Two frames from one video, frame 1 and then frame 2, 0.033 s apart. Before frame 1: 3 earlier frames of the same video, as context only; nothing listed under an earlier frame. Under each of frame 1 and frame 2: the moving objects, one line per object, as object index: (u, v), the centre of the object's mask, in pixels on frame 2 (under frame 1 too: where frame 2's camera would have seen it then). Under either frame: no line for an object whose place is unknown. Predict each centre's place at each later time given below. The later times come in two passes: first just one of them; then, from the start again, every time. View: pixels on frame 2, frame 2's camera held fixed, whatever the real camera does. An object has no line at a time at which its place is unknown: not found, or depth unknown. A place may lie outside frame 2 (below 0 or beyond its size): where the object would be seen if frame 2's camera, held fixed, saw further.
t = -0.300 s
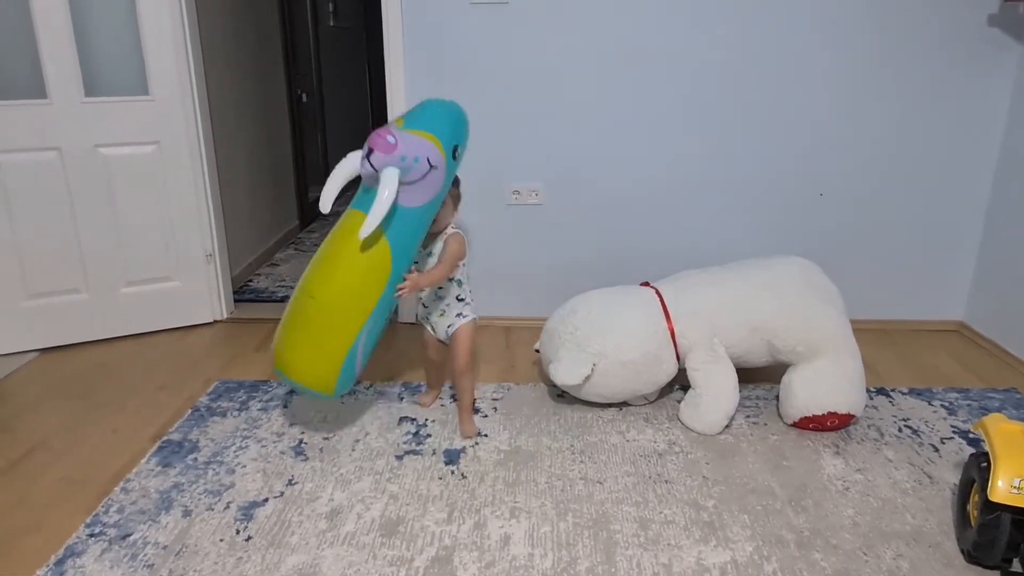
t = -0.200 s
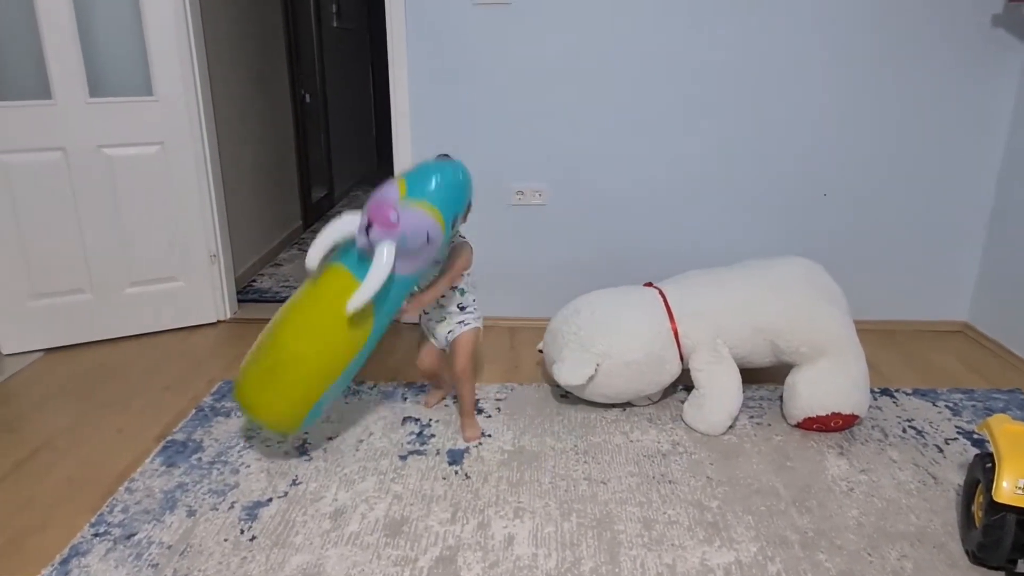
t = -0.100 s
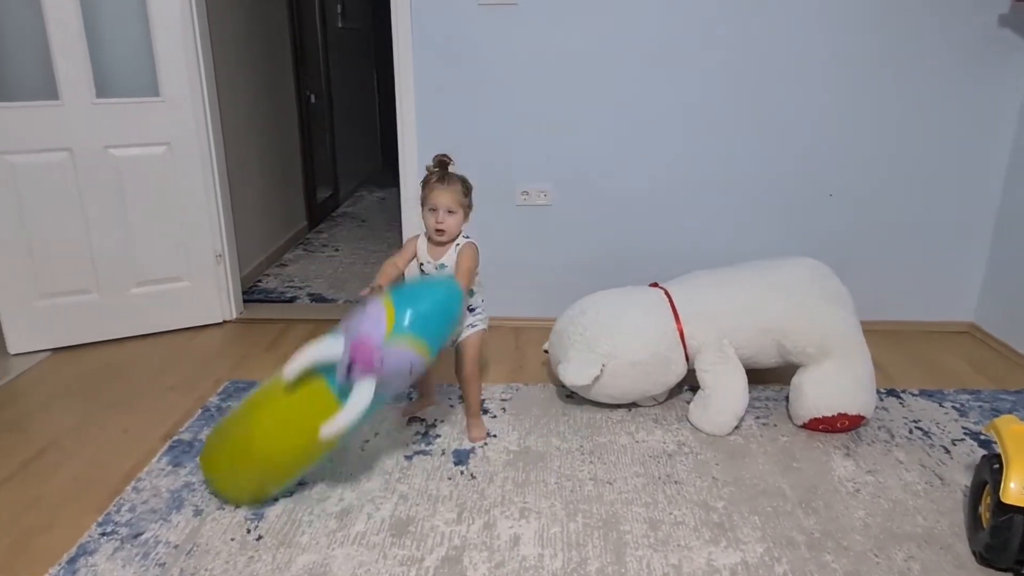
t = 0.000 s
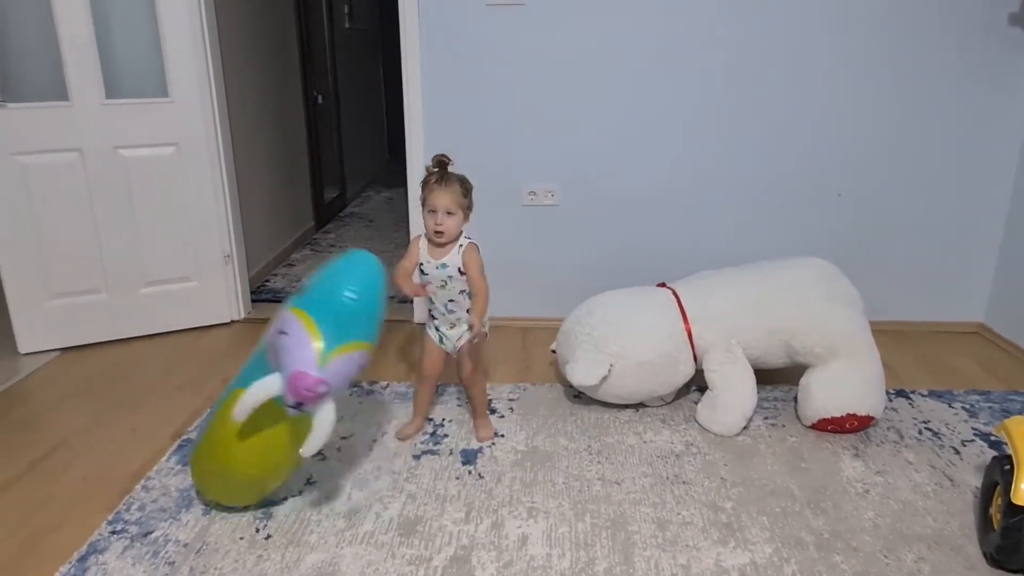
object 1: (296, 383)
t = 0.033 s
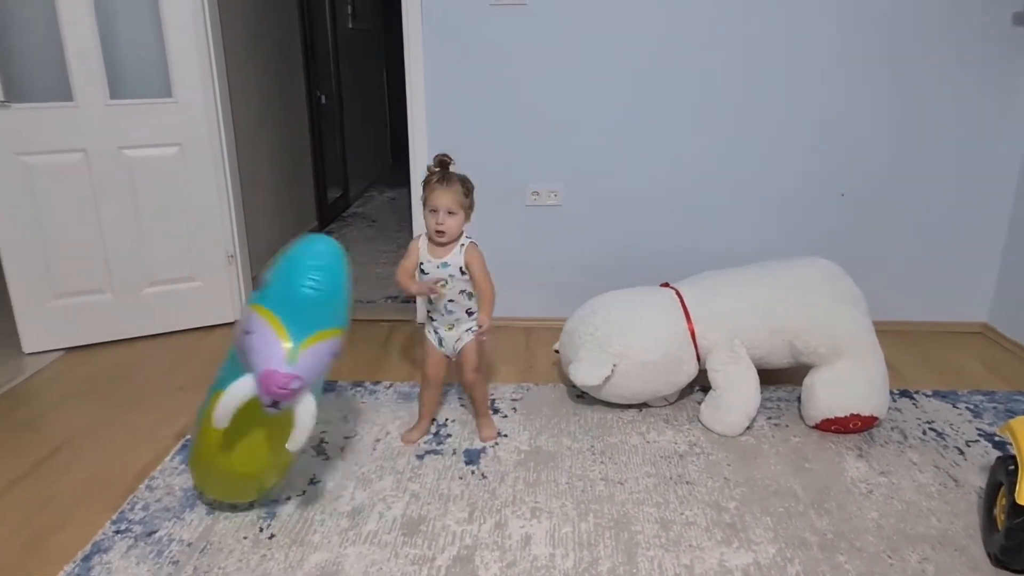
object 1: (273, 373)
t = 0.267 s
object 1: (117, 417)
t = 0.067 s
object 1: (250, 369)
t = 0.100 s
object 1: (224, 372)
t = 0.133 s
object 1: (199, 380)
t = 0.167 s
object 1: (175, 393)
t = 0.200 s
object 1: (154, 411)
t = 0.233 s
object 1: (134, 420)
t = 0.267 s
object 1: (117, 417)
